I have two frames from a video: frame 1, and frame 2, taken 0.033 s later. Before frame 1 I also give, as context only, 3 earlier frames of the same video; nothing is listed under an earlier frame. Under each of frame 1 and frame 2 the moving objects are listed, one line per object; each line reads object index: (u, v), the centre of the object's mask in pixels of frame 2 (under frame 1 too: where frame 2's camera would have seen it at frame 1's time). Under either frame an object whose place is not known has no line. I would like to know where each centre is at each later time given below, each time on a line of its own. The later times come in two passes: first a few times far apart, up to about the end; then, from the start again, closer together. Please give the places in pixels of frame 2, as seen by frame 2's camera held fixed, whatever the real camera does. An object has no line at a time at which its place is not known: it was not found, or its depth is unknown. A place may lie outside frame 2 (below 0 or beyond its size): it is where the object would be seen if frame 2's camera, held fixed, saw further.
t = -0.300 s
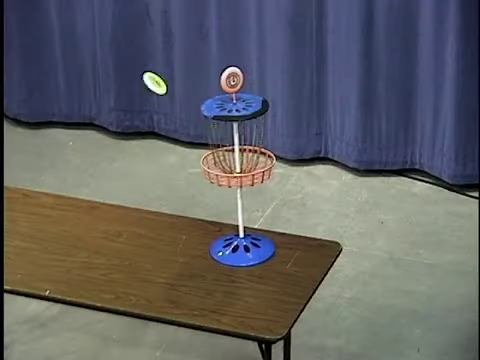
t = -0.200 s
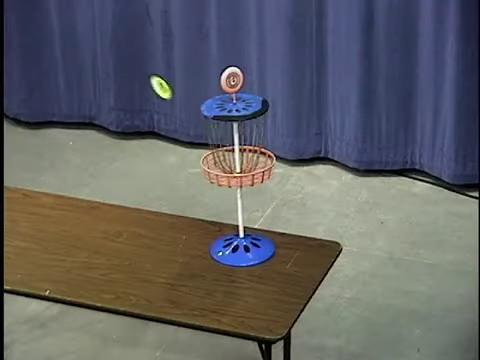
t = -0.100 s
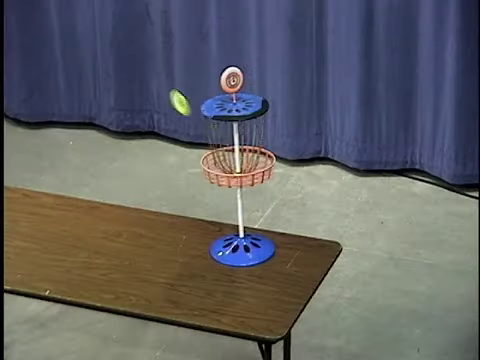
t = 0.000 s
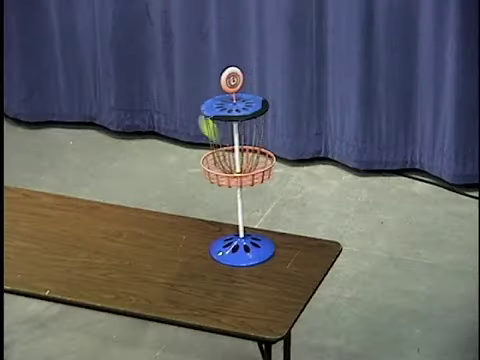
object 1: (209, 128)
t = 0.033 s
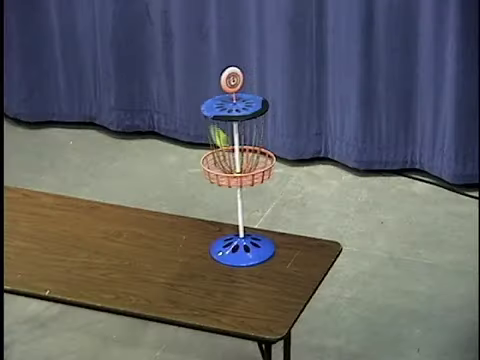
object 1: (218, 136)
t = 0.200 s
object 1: (287, 190)
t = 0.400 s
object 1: (319, 158)
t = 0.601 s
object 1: (315, 164)
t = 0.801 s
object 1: (315, 165)
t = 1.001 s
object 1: (315, 171)
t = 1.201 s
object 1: (317, 173)
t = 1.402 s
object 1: (318, 174)
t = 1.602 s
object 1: (319, 174)
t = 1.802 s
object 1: (319, 174)
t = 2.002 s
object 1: (319, 174)
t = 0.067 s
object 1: (227, 142)
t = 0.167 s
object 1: (274, 192)
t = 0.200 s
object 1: (287, 190)
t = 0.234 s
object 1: (299, 170)
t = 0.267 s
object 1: (308, 160)
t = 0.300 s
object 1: (317, 152)
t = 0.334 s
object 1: (318, 154)
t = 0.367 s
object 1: (319, 157)
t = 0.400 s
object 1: (319, 158)
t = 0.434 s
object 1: (319, 158)
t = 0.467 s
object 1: (318, 159)
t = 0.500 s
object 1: (318, 160)
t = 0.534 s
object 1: (317, 161)
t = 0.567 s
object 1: (316, 162)
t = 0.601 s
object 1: (315, 164)
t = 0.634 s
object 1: (314, 166)
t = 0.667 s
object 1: (314, 165)
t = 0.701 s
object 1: (314, 164)
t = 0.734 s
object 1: (314, 164)
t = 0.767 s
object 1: (315, 165)
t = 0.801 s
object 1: (315, 165)
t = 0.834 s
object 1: (314, 169)
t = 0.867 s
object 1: (313, 170)
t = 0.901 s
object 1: (313, 168)
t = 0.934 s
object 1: (314, 168)
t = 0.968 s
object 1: (315, 168)
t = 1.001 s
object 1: (315, 171)
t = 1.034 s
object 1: (315, 172)
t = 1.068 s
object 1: (315, 171)
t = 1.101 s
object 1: (315, 171)
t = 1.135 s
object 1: (316, 171)
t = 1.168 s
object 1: (316, 172)
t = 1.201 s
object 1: (317, 173)
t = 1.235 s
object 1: (317, 173)
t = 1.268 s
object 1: (317, 173)
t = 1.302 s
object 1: (317, 174)
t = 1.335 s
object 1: (318, 174)
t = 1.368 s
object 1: (318, 173)
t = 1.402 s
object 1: (318, 174)
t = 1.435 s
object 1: (318, 174)
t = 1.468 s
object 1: (318, 174)
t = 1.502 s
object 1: (319, 174)
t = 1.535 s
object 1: (319, 173)
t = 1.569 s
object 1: (319, 174)
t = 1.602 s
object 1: (319, 174)
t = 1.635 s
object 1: (319, 174)
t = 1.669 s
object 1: (319, 174)
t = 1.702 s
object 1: (319, 174)
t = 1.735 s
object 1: (319, 174)
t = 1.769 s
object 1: (319, 174)
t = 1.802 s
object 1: (319, 174)
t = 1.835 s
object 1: (319, 174)
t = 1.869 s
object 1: (319, 174)
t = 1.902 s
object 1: (319, 174)
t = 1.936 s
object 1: (319, 174)
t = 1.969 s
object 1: (319, 174)
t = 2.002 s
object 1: (319, 174)
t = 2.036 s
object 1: (319, 174)
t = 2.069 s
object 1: (319, 174)
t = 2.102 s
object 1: (319, 174)
